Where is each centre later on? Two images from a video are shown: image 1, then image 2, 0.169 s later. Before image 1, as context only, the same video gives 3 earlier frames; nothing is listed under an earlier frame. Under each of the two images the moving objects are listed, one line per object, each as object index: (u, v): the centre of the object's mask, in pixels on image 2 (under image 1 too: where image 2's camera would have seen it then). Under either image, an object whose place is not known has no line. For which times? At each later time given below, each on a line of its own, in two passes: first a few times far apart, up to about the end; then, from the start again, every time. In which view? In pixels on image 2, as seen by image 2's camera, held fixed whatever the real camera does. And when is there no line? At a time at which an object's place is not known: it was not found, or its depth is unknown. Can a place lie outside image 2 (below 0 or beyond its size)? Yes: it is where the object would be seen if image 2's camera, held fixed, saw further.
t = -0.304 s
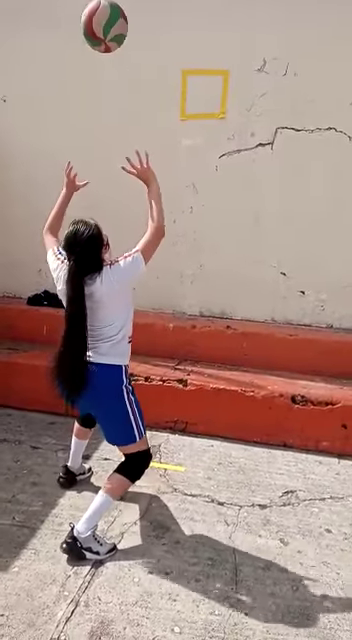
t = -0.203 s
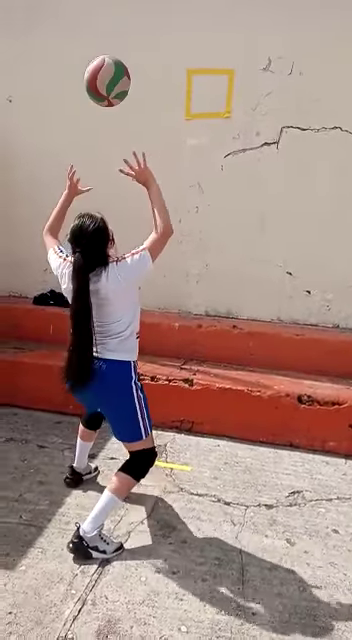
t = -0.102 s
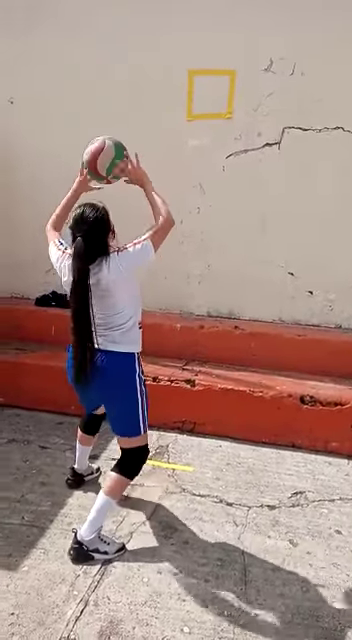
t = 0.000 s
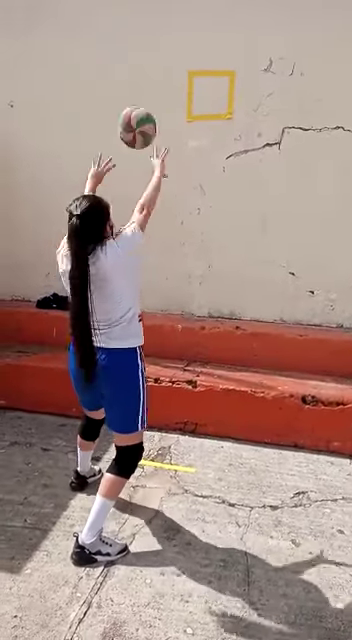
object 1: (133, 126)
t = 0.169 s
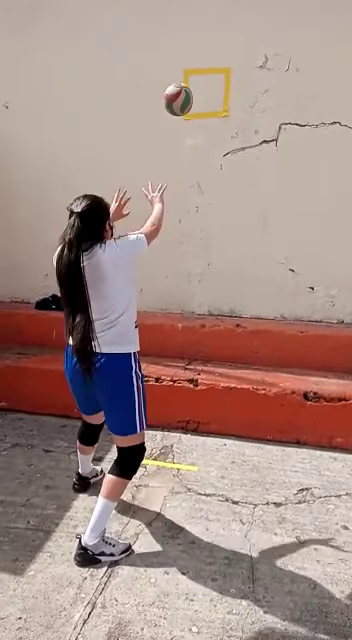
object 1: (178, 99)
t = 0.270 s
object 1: (195, 106)
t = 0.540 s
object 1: (177, 115)
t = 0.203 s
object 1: (184, 101)
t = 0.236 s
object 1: (190, 102)
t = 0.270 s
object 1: (195, 106)
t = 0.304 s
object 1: (200, 112)
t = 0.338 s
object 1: (199, 110)
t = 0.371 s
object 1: (197, 108)
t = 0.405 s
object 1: (194, 106)
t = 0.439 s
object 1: (190, 105)
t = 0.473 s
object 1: (186, 107)
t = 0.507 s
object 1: (182, 110)
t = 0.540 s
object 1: (177, 115)
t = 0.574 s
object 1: (173, 122)
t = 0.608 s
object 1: (168, 132)
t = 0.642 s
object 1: (161, 145)
